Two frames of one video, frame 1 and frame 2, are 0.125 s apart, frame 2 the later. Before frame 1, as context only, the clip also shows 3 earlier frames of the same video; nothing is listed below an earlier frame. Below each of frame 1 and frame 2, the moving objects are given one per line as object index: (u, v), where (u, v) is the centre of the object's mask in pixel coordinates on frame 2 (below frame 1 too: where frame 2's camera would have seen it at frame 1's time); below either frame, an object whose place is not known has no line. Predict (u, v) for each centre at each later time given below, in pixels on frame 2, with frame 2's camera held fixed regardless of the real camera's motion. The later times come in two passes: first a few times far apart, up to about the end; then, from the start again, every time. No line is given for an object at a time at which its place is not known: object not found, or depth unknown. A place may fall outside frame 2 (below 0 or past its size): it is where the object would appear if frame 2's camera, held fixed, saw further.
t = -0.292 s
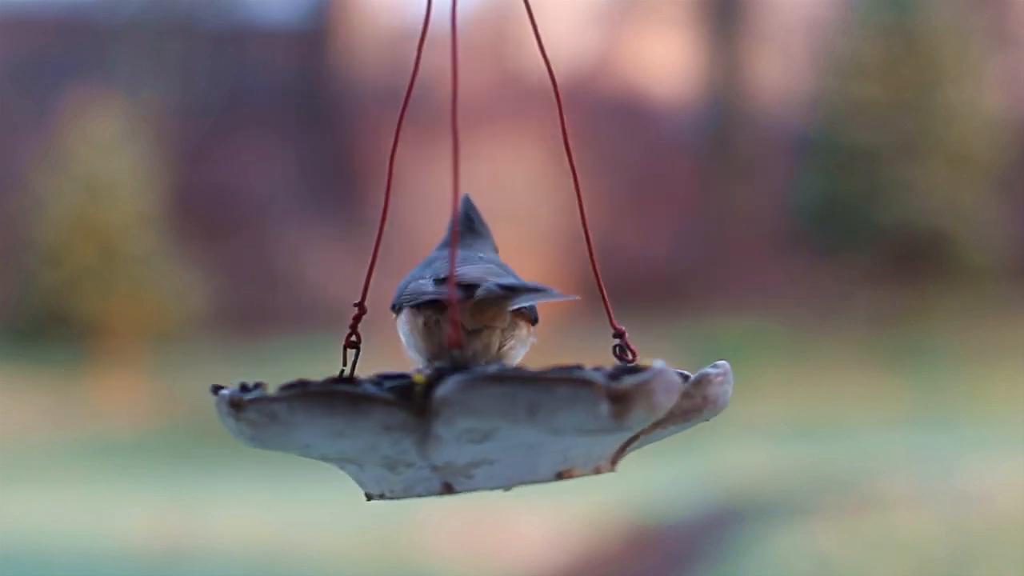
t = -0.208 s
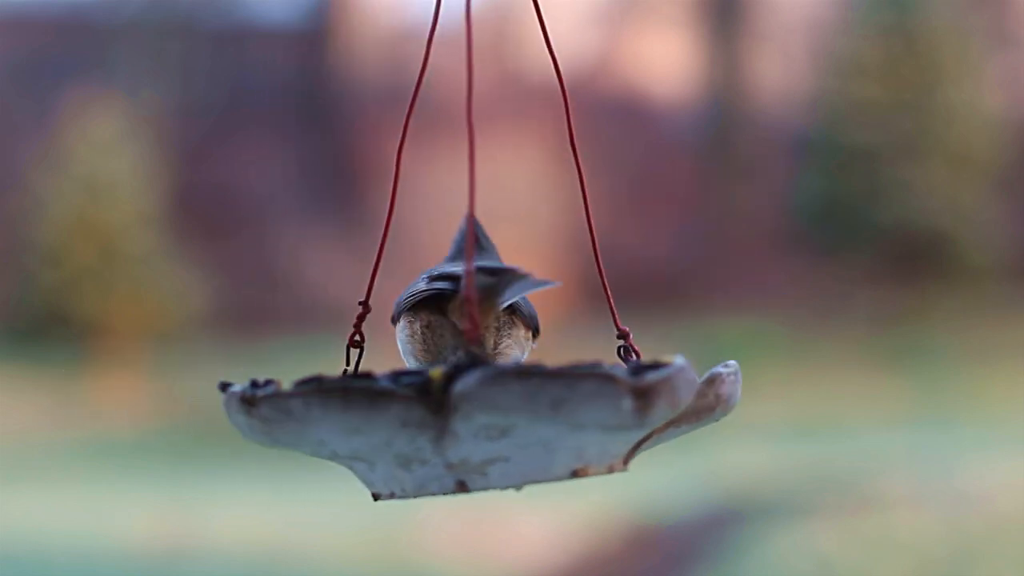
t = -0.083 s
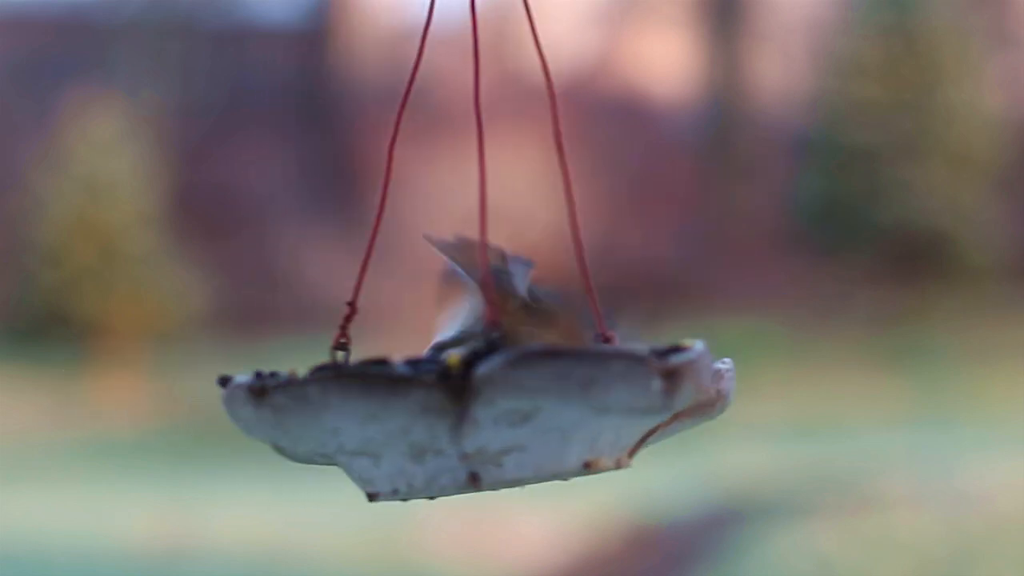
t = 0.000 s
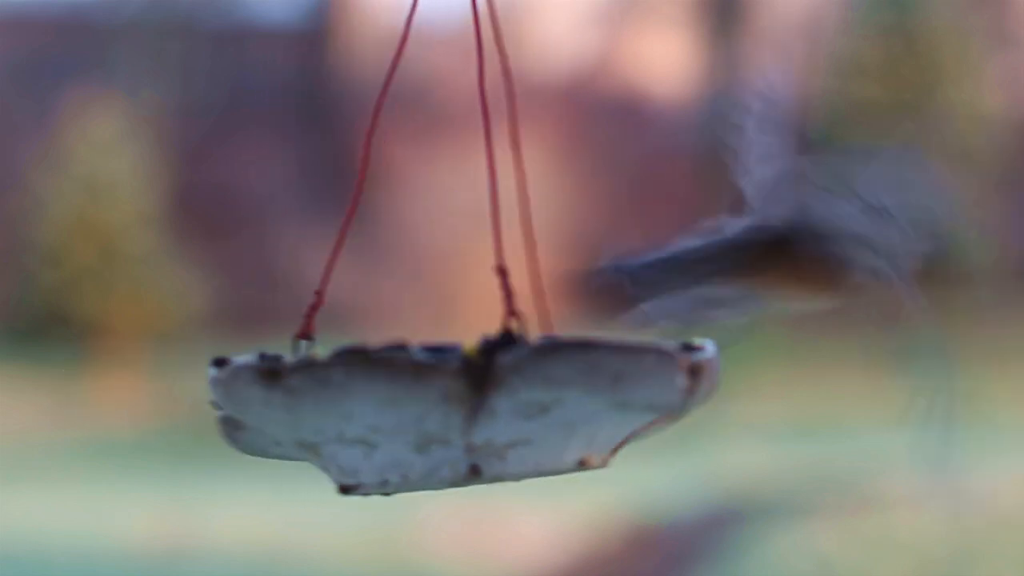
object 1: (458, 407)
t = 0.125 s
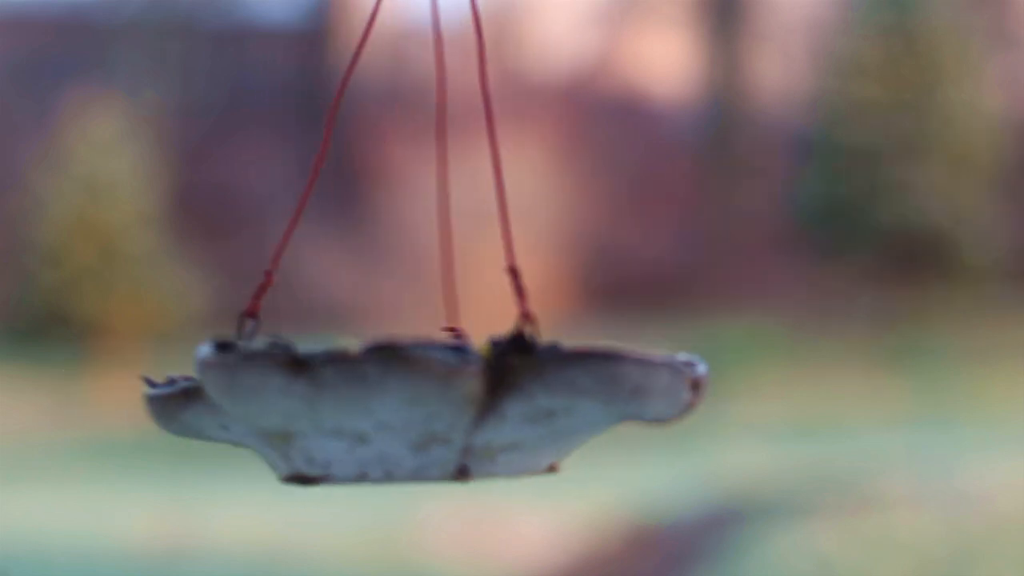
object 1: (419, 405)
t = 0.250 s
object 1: (370, 396)
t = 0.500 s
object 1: (292, 399)
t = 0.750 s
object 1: (287, 415)
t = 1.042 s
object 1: (368, 425)
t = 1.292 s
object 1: (459, 427)
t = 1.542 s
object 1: (518, 429)
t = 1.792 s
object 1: (506, 422)
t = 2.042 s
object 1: (424, 407)
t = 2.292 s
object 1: (321, 399)
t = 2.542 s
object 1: (268, 406)
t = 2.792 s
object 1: (301, 417)
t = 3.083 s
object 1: (416, 422)
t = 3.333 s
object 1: (508, 422)
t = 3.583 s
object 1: (548, 417)
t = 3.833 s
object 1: (500, 408)
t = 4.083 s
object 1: (385, 401)
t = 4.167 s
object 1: (346, 400)
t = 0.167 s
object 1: (403, 403)
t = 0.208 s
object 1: (386, 399)
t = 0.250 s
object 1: (370, 396)
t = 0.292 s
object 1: (355, 393)
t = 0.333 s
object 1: (340, 393)
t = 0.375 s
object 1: (326, 394)
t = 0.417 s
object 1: (313, 396)
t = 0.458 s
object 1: (302, 398)
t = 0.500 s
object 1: (292, 399)
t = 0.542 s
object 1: (284, 403)
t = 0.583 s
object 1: (280, 404)
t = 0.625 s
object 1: (278, 407)
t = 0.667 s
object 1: (280, 409)
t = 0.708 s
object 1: (282, 411)
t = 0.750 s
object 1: (287, 415)
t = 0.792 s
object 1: (291, 417)
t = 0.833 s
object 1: (299, 420)
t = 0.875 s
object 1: (311, 422)
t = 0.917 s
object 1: (322, 423)
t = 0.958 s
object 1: (337, 425)
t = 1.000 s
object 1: (353, 425)
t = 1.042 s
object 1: (368, 425)
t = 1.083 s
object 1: (384, 427)
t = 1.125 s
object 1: (400, 427)
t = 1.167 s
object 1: (414, 427)
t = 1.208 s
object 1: (429, 427)
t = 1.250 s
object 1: (445, 426)
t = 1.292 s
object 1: (459, 427)
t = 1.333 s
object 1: (473, 427)
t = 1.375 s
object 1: (485, 428)
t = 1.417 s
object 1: (496, 428)
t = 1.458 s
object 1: (505, 428)
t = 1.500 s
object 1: (512, 429)
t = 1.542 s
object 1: (518, 429)
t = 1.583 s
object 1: (521, 429)
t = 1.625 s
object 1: (522, 429)
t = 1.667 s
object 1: (520, 427)
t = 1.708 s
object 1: (515, 426)
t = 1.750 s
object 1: (512, 424)
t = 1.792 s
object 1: (506, 422)
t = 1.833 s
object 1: (499, 418)
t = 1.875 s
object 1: (488, 415)
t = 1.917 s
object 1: (475, 413)
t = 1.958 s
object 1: (458, 411)
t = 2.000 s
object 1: (443, 409)
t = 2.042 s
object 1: (424, 407)
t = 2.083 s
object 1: (407, 404)
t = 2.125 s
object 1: (389, 402)
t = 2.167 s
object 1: (371, 400)
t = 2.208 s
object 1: (353, 400)
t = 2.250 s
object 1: (337, 398)
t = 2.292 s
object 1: (321, 399)
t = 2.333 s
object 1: (307, 399)
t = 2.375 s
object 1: (295, 399)
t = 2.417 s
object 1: (285, 400)
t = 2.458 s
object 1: (276, 402)
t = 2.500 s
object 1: (271, 404)
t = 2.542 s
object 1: (268, 406)
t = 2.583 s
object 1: (268, 407)
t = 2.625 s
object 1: (270, 409)
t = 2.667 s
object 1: (273, 411)
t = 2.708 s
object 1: (281, 413)
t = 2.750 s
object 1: (290, 415)
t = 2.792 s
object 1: (301, 417)
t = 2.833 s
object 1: (314, 419)
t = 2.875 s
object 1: (330, 420)
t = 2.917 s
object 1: (346, 421)
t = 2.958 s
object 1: (363, 421)
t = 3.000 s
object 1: (380, 422)
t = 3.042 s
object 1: (397, 422)
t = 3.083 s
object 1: (416, 422)
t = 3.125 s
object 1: (434, 423)
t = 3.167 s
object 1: (451, 423)
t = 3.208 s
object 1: (467, 423)
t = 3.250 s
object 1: (482, 423)
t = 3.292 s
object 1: (497, 422)
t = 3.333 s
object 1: (508, 422)
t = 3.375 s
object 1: (520, 421)
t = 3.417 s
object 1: (531, 420)
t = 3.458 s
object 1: (539, 419)
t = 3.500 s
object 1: (543, 419)
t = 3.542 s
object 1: (547, 418)
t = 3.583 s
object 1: (548, 417)
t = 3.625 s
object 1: (546, 415)
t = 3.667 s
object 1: (541, 413)
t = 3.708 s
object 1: (534, 411)
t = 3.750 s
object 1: (525, 409)
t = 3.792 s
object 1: (514, 409)
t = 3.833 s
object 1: (500, 408)
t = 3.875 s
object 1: (483, 406)
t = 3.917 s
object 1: (465, 405)
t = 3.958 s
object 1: (446, 404)
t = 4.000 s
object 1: (425, 402)
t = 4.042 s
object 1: (405, 401)
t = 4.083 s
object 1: (385, 401)
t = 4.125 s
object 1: (365, 400)
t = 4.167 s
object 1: (346, 400)
